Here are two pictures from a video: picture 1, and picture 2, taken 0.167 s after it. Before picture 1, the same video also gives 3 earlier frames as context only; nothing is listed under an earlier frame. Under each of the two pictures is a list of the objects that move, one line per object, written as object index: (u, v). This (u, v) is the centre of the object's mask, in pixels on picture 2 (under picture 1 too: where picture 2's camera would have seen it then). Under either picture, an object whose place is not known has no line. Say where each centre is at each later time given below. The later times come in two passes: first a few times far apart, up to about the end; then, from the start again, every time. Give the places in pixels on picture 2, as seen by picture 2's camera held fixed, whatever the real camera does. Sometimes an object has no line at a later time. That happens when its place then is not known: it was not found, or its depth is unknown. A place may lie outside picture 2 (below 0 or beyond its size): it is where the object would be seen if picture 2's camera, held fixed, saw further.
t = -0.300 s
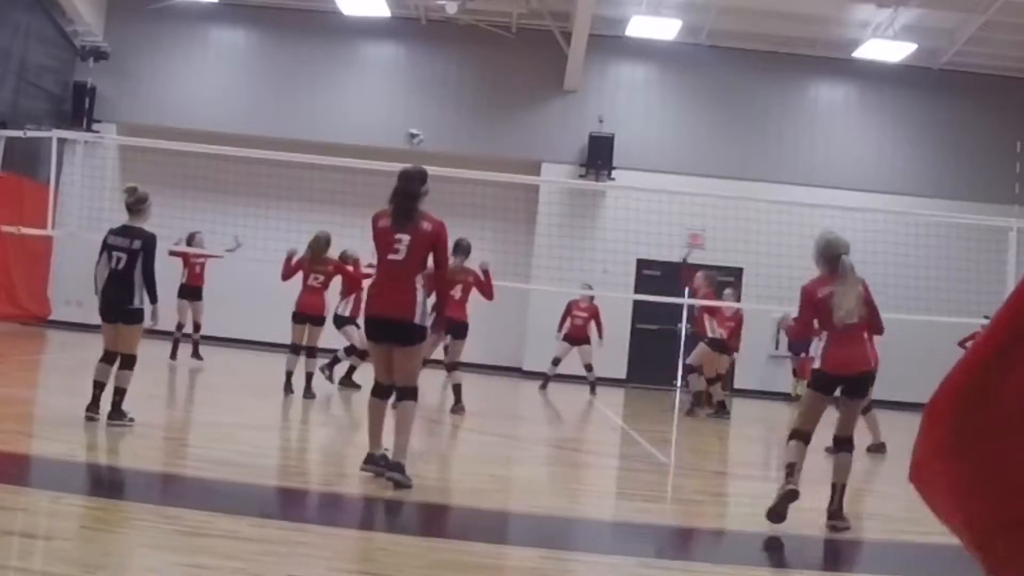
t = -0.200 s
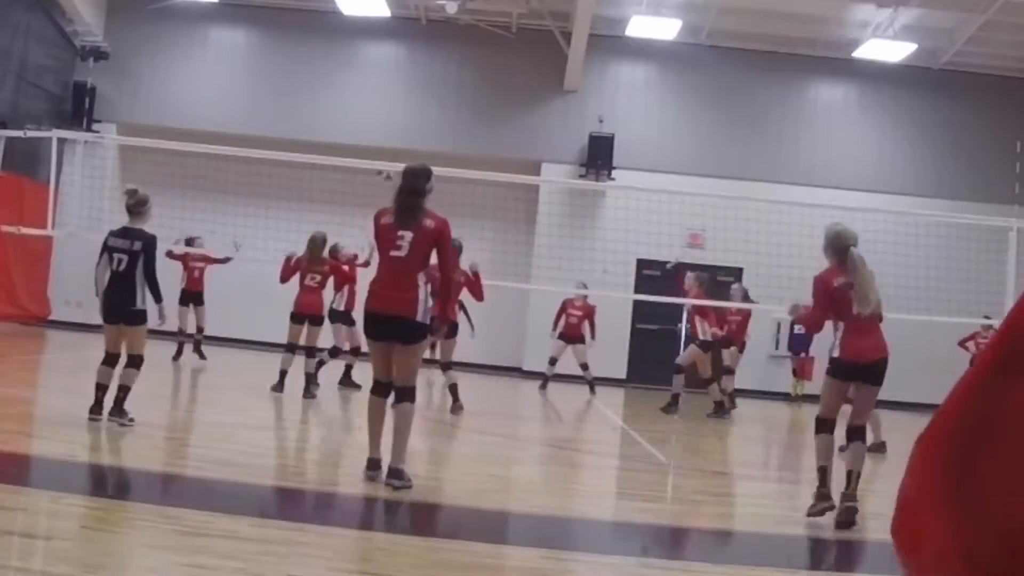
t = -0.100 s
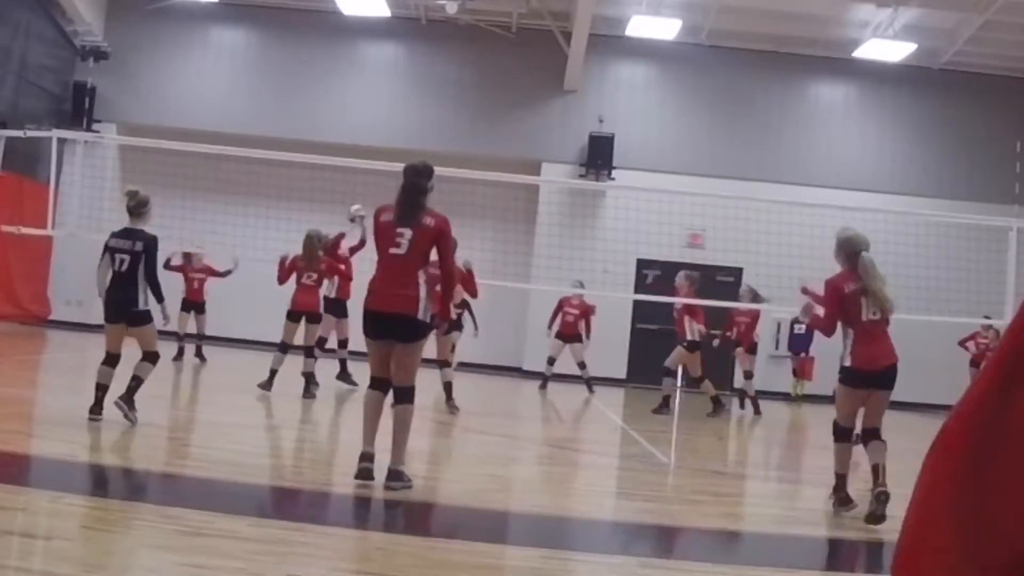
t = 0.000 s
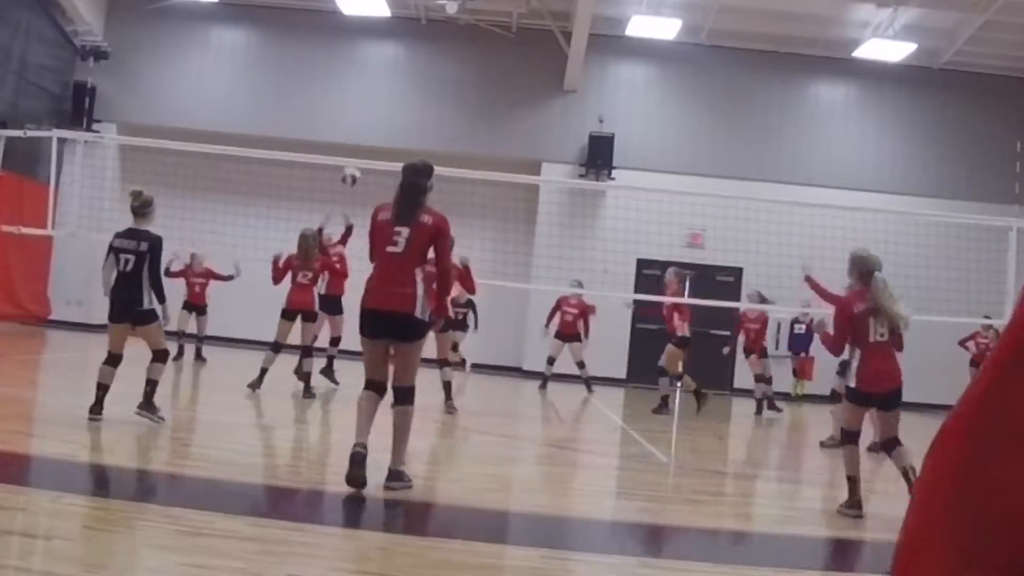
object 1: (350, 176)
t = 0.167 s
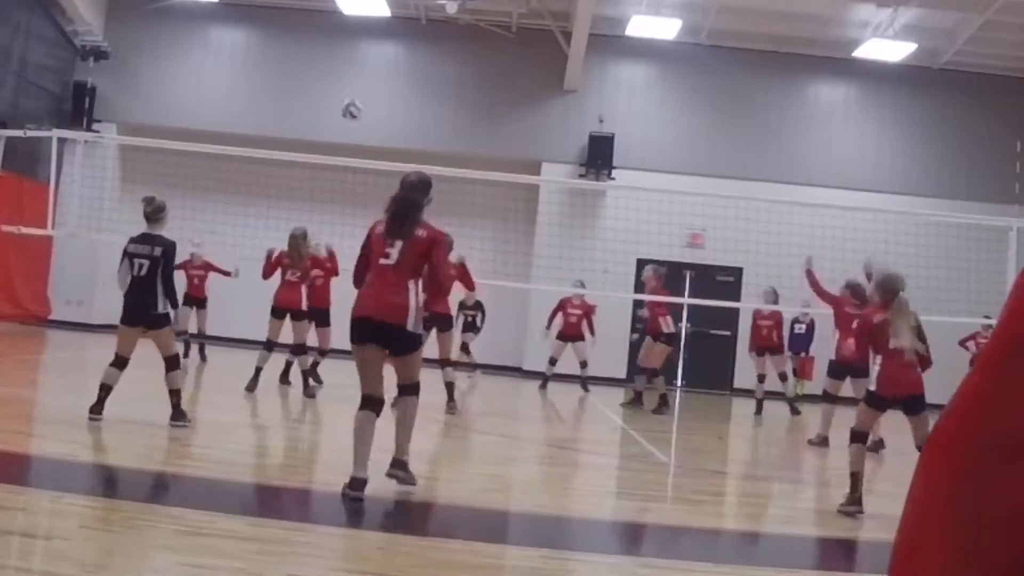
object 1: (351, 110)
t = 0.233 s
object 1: (351, 90)
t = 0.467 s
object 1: (346, 44)
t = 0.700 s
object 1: (333, 55)
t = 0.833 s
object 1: (320, 92)
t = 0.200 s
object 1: (351, 100)
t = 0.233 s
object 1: (351, 90)
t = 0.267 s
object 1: (351, 79)
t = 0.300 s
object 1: (351, 70)
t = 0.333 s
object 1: (349, 63)
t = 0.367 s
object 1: (349, 56)
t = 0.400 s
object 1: (349, 51)
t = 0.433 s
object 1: (348, 47)
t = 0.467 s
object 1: (346, 44)
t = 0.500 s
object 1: (345, 41)
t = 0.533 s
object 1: (344, 40)
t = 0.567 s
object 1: (343, 40)
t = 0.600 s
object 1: (340, 42)
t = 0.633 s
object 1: (338, 44)
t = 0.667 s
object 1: (336, 49)
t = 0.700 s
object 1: (333, 55)
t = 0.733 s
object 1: (329, 62)
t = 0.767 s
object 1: (327, 70)
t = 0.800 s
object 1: (323, 80)
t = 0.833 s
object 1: (320, 92)
